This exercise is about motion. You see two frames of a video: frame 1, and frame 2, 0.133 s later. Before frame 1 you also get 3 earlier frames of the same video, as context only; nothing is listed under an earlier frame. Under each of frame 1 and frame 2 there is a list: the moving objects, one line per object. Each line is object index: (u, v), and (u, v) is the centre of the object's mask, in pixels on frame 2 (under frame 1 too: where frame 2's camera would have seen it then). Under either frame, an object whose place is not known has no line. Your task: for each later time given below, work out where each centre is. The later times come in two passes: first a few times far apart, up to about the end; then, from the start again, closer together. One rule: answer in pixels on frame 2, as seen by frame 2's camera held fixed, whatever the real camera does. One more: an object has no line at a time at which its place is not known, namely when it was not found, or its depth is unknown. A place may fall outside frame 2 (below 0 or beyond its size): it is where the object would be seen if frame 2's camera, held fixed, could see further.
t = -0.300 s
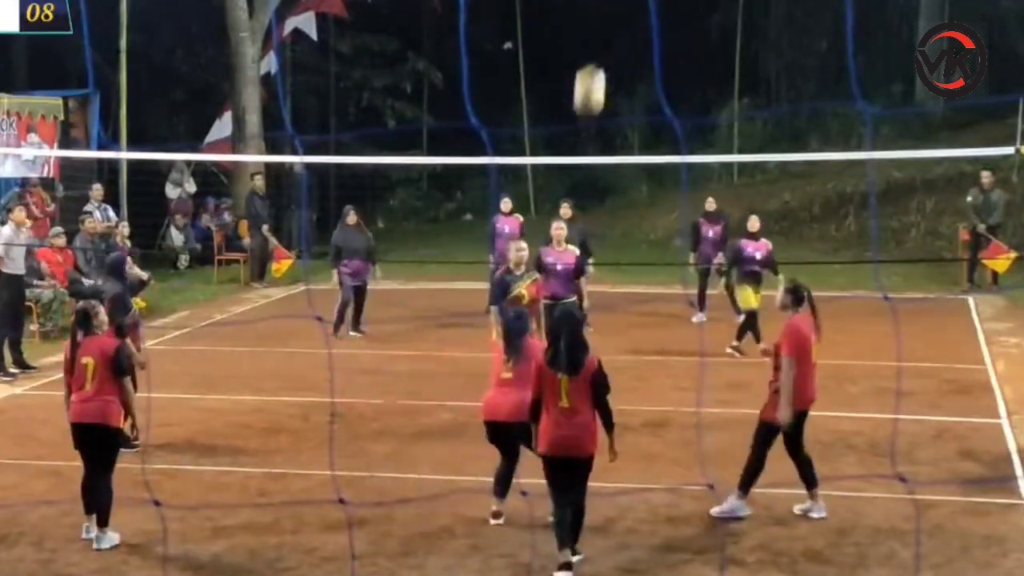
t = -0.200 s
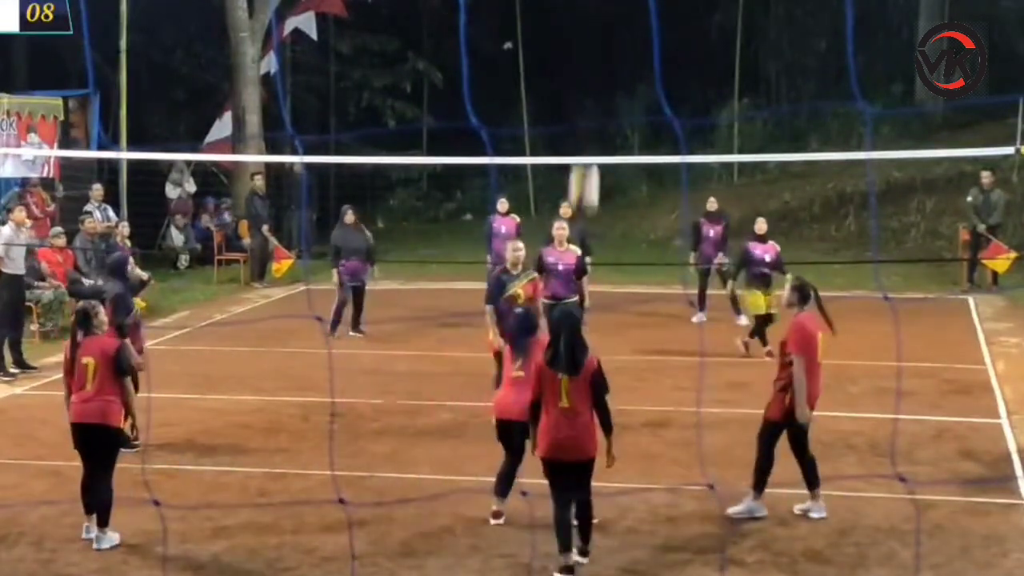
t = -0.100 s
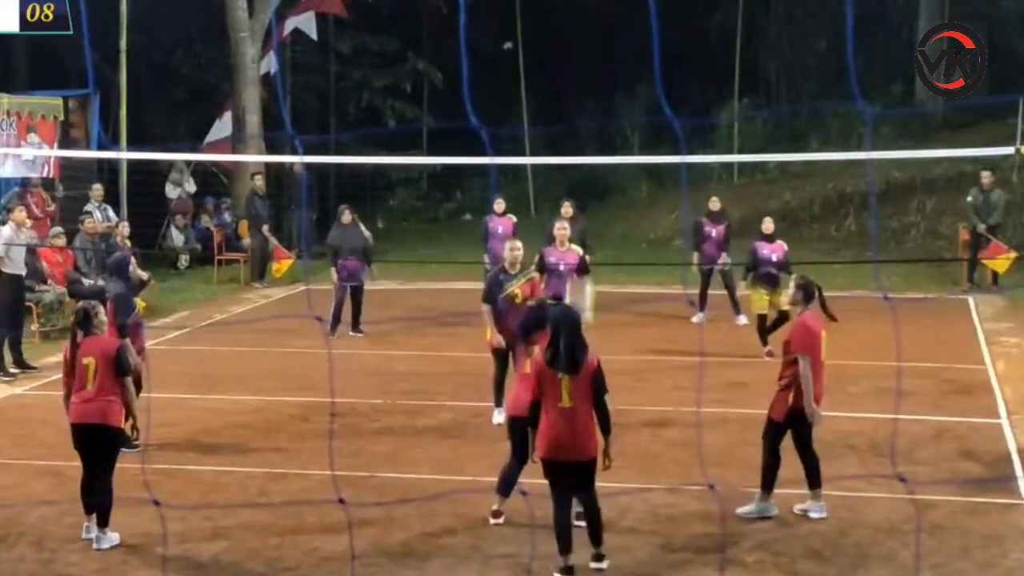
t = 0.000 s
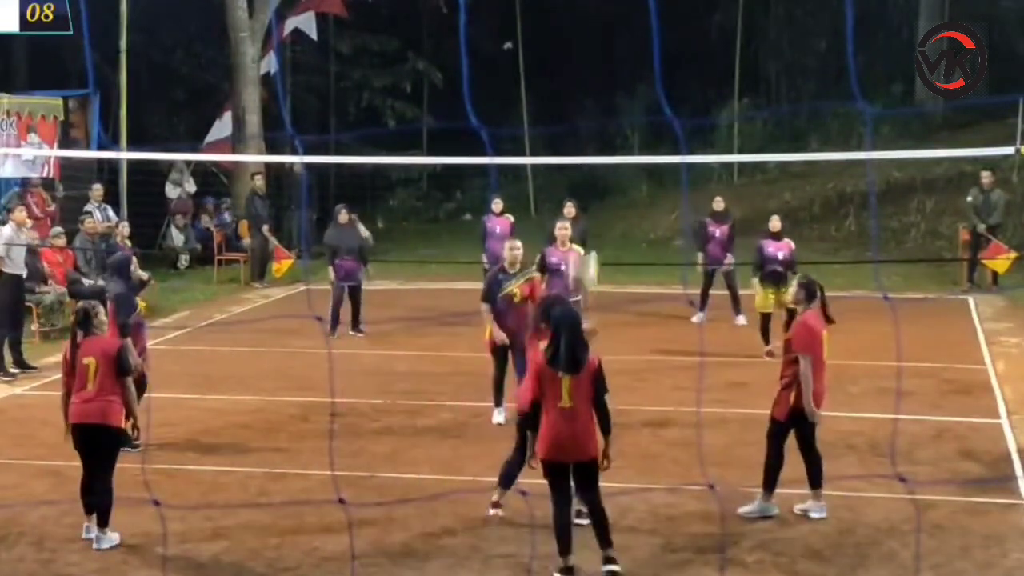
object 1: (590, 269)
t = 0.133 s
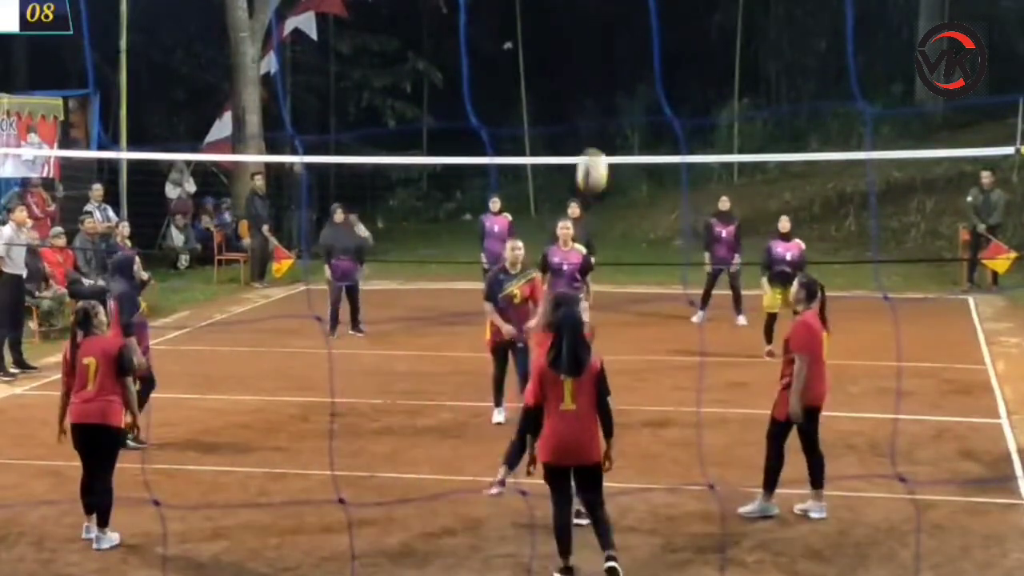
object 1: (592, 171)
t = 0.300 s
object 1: (603, 84)
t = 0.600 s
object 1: (623, 28)
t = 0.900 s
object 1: (640, 91)
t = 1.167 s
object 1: (653, 232)
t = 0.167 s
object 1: (595, 149)
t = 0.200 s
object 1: (597, 131)
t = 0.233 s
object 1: (599, 113)
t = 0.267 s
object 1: (601, 98)
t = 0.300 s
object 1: (603, 84)
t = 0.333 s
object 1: (606, 72)
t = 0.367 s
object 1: (608, 61)
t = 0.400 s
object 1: (610, 52)
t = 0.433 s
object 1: (612, 44)
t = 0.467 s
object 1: (614, 38)
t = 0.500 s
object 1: (616, 33)
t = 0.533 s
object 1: (618, 30)
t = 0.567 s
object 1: (621, 28)
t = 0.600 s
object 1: (623, 28)
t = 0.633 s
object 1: (624, 30)
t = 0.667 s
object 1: (626, 32)
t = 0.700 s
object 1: (628, 37)
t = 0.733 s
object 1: (630, 43)
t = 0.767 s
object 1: (632, 49)
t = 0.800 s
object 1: (634, 57)
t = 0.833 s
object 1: (636, 68)
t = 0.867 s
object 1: (638, 79)
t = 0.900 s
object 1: (640, 91)
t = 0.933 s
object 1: (641, 104)
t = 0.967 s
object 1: (643, 119)
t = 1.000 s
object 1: (645, 135)
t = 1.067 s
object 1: (649, 172)
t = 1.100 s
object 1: (650, 190)
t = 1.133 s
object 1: (652, 211)
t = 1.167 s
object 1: (653, 232)
